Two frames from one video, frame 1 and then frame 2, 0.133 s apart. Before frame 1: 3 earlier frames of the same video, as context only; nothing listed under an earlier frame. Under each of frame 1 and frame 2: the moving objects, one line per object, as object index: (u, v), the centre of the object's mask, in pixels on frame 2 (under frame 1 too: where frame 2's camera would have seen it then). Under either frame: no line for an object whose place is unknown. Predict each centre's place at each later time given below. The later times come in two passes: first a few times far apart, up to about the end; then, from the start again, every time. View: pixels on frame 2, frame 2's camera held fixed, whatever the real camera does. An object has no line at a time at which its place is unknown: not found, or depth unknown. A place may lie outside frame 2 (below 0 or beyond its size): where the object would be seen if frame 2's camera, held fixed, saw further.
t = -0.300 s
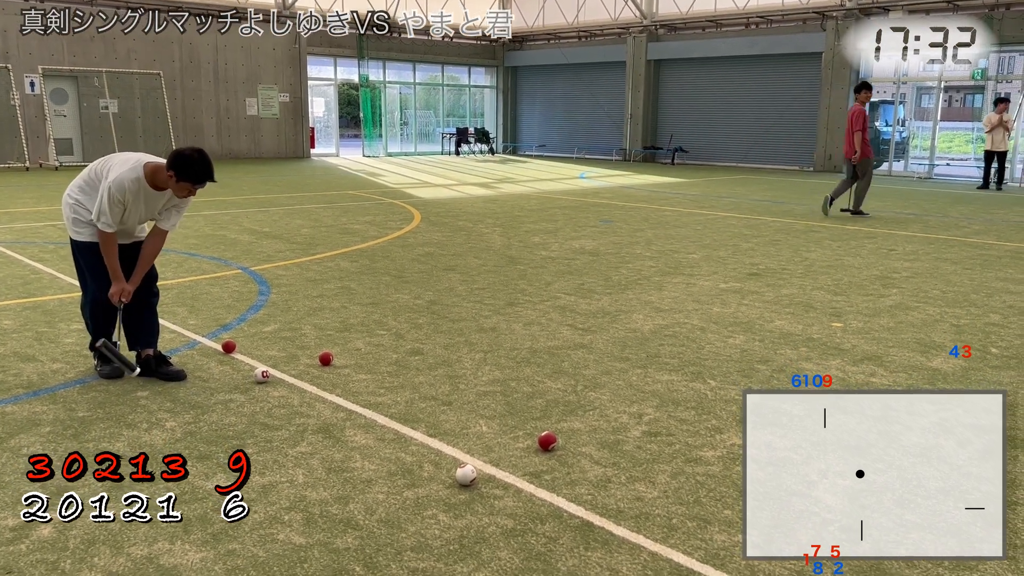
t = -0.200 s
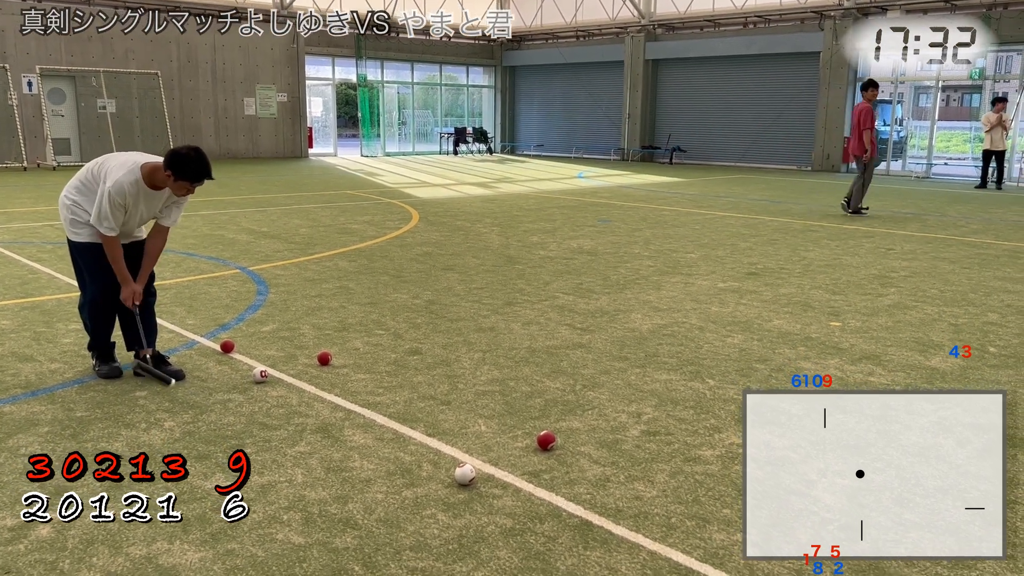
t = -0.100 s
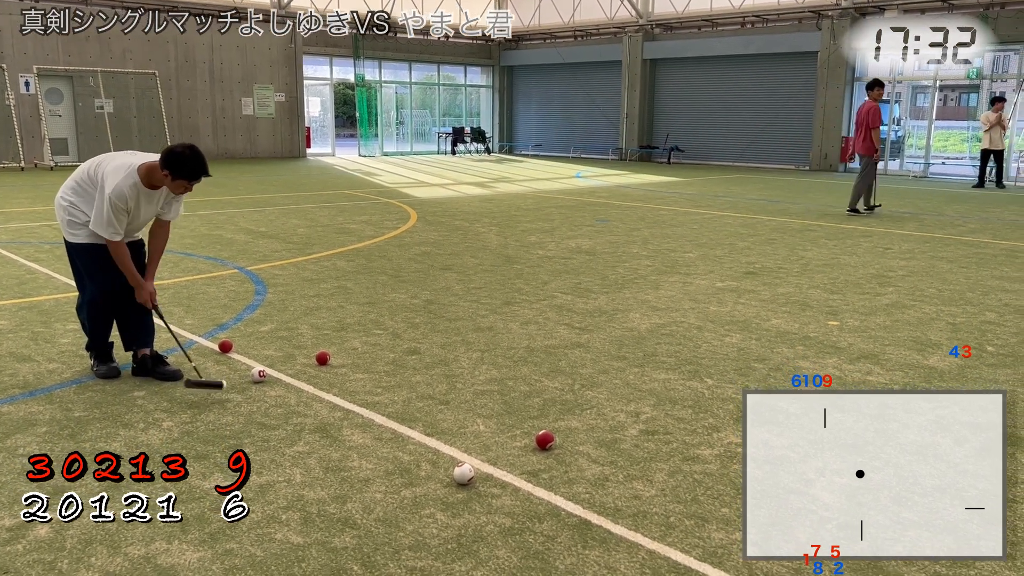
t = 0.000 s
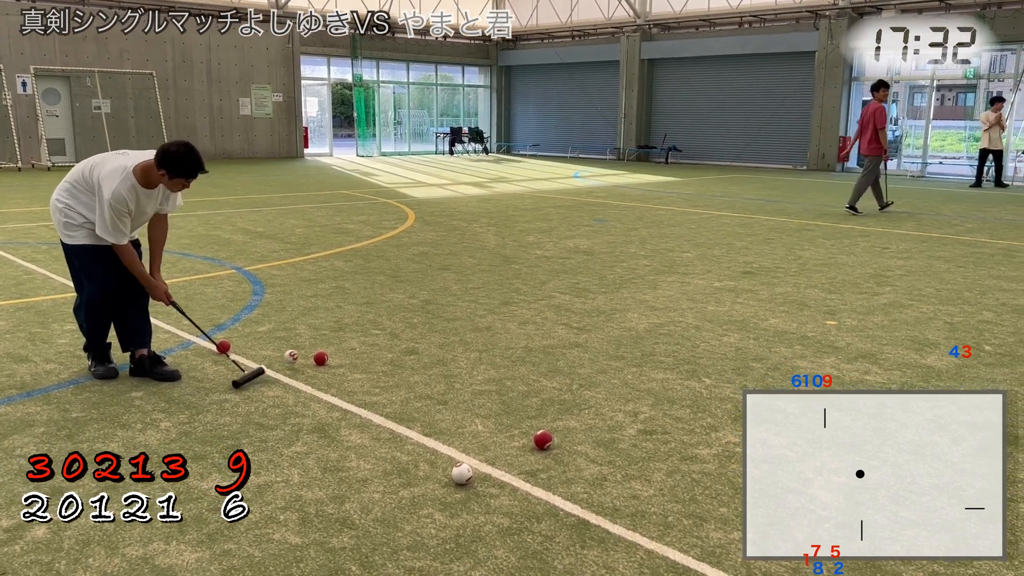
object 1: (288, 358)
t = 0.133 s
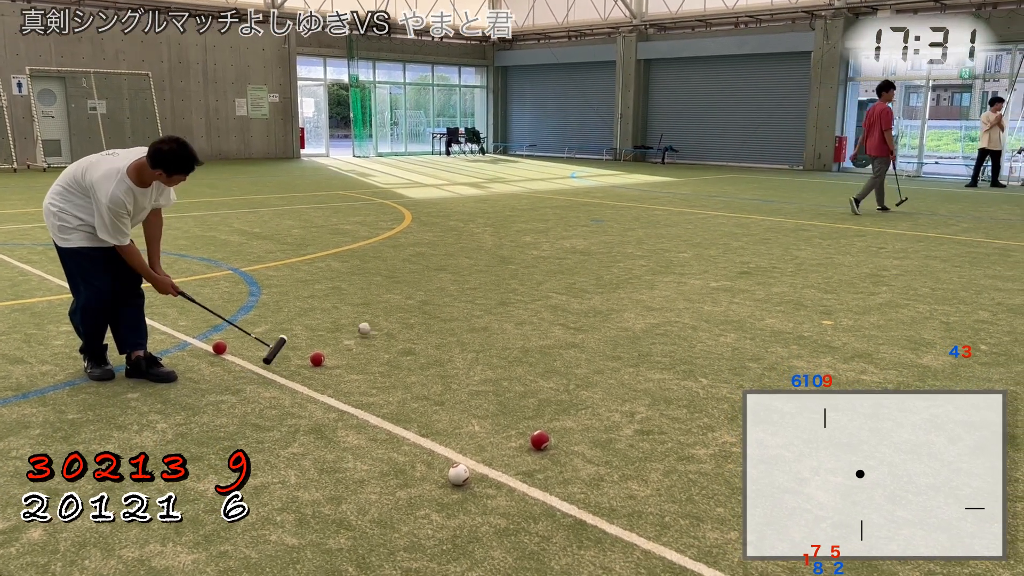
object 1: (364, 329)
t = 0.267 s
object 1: (418, 308)
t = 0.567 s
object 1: (492, 281)
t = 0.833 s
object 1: (535, 263)
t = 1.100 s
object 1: (569, 249)
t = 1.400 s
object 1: (599, 238)
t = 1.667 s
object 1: (620, 230)
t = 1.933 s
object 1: (637, 223)
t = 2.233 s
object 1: (654, 216)
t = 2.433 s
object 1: (664, 213)
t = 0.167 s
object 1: (380, 322)
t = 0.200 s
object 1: (394, 318)
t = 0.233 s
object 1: (407, 314)
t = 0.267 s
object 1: (418, 308)
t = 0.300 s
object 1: (428, 304)
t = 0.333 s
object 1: (438, 303)
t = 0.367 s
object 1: (447, 298)
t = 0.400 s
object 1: (456, 295)
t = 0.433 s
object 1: (465, 292)
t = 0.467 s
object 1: (472, 289)
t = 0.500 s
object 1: (479, 286)
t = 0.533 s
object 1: (486, 283)
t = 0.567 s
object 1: (492, 281)
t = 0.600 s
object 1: (498, 278)
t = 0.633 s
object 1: (504, 276)
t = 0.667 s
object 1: (510, 273)
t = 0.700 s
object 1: (515, 272)
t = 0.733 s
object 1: (520, 269)
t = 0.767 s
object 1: (526, 268)
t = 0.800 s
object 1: (531, 265)
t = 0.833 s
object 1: (535, 263)
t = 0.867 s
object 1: (540, 261)
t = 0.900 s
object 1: (545, 260)
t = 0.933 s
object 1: (549, 257)
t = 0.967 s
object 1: (553, 256)
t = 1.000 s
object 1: (558, 254)
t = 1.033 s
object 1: (562, 253)
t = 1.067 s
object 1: (566, 251)
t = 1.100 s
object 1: (569, 249)
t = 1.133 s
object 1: (573, 248)
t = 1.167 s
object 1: (576, 247)
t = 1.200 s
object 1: (580, 246)
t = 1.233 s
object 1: (583, 244)
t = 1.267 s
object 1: (587, 243)
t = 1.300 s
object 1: (589, 241)
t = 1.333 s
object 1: (593, 240)
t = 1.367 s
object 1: (596, 239)
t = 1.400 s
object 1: (599, 238)
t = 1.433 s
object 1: (601, 237)
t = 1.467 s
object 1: (604, 236)
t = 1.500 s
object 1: (607, 235)
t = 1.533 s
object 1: (609, 234)
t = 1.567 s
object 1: (612, 232)
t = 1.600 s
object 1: (615, 231)
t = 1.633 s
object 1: (617, 231)
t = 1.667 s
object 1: (620, 230)
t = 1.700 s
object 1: (622, 229)
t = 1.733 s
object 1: (624, 228)
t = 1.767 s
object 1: (626, 227)
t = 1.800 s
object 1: (629, 226)
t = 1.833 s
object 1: (631, 225)
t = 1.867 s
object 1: (633, 224)
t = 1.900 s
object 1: (635, 224)
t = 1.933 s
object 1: (637, 223)
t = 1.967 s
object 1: (639, 222)
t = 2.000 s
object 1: (641, 221)
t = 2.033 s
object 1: (643, 220)
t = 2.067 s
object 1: (645, 220)
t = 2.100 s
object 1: (646, 219)
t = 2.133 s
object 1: (649, 218)
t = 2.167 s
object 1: (650, 218)
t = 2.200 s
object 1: (652, 217)
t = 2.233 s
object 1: (654, 216)
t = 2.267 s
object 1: (656, 216)
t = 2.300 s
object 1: (657, 216)
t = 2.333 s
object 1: (659, 215)
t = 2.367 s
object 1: (660, 214)
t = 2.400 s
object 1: (662, 213)
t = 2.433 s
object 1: (664, 213)
